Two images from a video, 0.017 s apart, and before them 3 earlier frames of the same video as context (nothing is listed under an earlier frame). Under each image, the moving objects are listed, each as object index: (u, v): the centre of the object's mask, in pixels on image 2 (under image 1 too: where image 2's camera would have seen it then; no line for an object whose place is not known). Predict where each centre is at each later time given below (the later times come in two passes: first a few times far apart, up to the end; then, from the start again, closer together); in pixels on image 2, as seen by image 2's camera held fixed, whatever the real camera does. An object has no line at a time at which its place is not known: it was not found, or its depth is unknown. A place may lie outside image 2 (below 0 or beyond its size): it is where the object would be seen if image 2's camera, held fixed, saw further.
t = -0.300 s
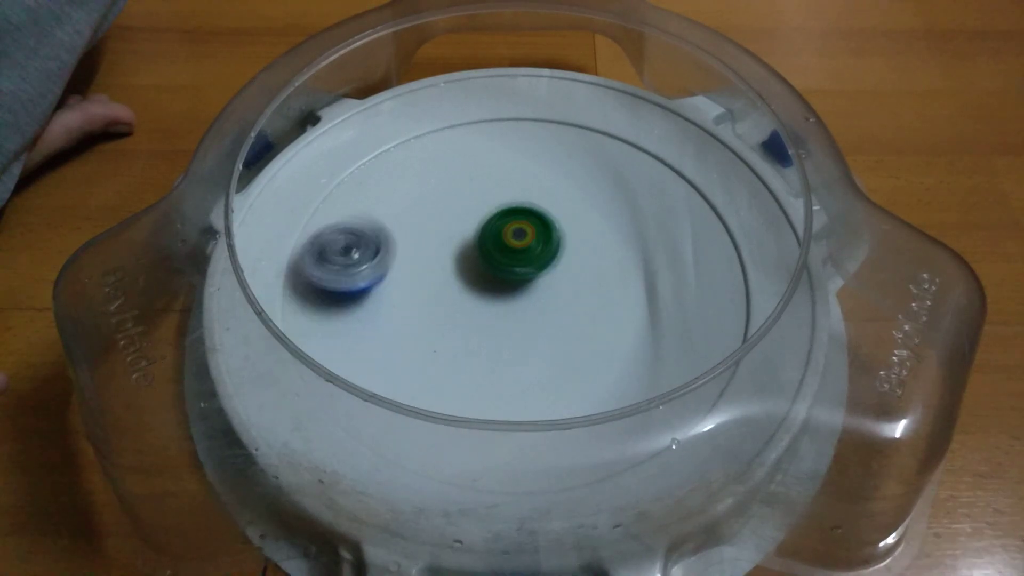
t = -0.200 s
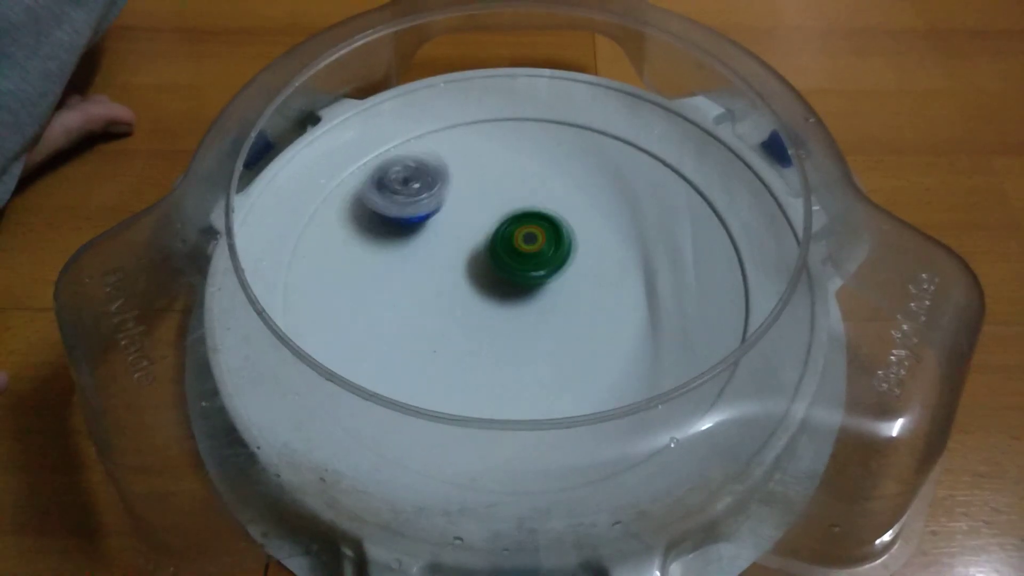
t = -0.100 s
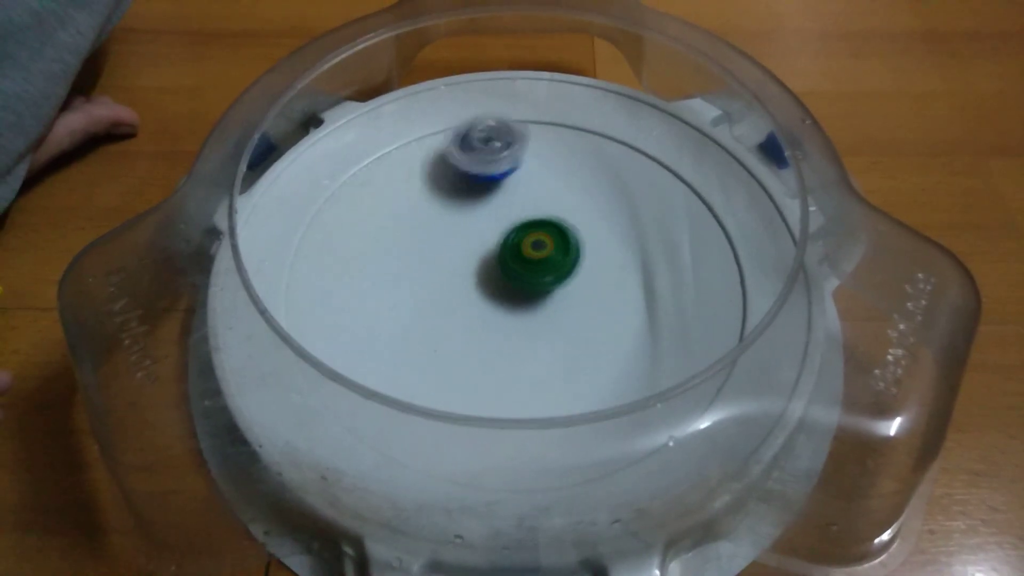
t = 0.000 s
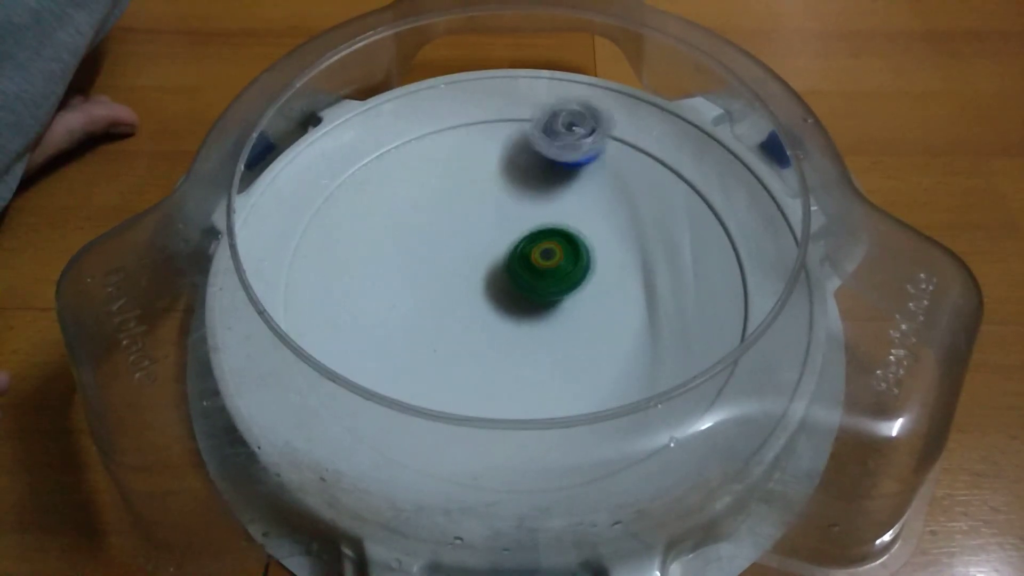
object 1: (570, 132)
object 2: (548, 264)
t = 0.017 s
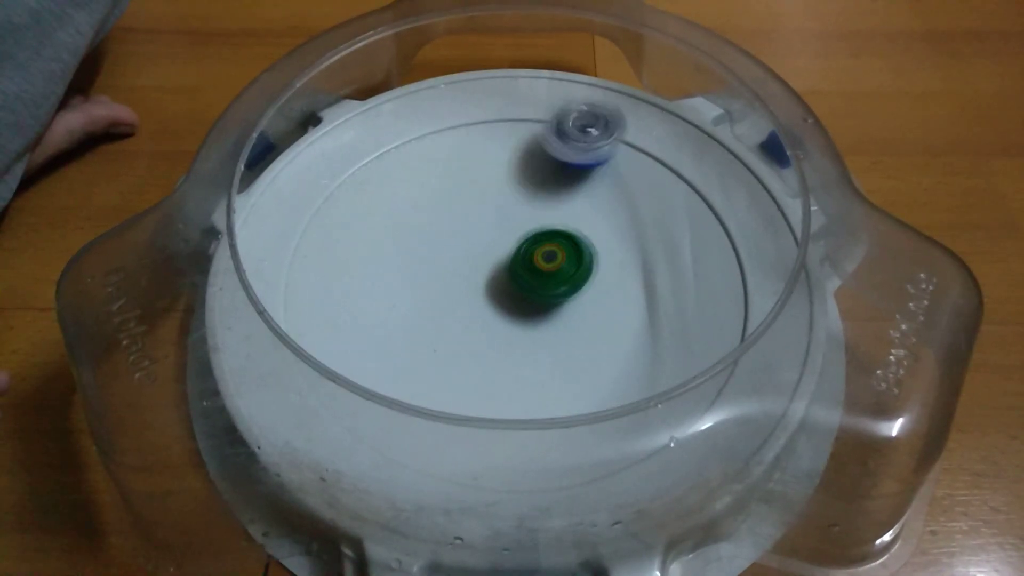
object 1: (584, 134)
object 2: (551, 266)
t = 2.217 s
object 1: (477, 155)
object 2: (547, 257)
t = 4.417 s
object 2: (543, 283)
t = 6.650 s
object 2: (463, 347)
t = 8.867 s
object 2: (460, 229)
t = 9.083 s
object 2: (479, 213)
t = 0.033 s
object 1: (598, 135)
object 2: (552, 267)
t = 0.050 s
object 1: (611, 138)
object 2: (553, 269)
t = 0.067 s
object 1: (623, 141)
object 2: (556, 271)
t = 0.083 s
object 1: (635, 145)
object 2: (556, 272)
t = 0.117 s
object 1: (659, 155)
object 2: (559, 276)
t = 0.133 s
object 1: (670, 162)
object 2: (560, 277)
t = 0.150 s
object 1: (681, 168)
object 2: (561, 279)
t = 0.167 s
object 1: (691, 178)
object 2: (563, 281)
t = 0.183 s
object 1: (701, 187)
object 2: (563, 282)
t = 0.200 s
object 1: (710, 197)
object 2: (564, 284)
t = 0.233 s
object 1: (723, 218)
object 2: (565, 286)
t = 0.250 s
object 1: (726, 232)
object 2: (566, 288)
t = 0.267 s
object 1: (729, 246)
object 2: (566, 288)
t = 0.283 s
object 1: (728, 259)
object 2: (566, 290)
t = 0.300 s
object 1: (727, 271)
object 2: (567, 292)
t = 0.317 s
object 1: (722, 289)
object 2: (566, 292)
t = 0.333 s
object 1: (717, 302)
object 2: (566, 294)
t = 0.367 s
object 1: (693, 328)
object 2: (565, 296)
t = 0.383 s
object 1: (682, 339)
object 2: (565, 297)
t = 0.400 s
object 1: (668, 349)
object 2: (564, 298)
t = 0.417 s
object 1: (647, 360)
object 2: (562, 299)
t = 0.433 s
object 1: (629, 367)
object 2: (562, 300)
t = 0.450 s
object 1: (613, 372)
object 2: (561, 300)
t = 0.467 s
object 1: (589, 376)
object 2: (559, 301)
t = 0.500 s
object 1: (553, 383)
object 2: (556, 302)
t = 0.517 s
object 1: (533, 383)
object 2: (555, 303)
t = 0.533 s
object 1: (515, 383)
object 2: (553, 304)
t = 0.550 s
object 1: (494, 384)
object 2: (551, 304)
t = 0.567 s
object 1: (473, 379)
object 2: (549, 304)
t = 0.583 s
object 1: (458, 375)
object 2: (548, 304)
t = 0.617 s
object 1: (422, 365)
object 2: (543, 306)
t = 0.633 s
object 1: (408, 359)
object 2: (540, 305)
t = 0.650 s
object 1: (394, 351)
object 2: (538, 306)
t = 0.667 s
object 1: (380, 345)
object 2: (536, 306)
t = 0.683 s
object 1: (368, 335)
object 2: (533, 305)
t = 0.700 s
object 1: (357, 324)
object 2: (531, 306)
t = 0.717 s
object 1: (349, 314)
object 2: (529, 305)
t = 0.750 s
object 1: (336, 293)
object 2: (524, 305)
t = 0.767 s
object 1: (328, 281)
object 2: (521, 305)
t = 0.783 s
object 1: (324, 270)
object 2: (519, 304)
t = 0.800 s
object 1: (322, 259)
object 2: (517, 304)
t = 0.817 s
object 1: (320, 248)
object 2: (514, 303)
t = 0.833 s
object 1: (318, 234)
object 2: (513, 303)
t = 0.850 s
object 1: (319, 225)
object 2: (510, 302)
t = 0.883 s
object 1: (325, 204)
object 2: (506, 301)
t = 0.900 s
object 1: (328, 192)
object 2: (503, 299)
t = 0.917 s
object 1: (334, 180)
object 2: (502, 299)
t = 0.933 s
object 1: (340, 171)
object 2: (500, 298)
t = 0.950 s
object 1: (349, 162)
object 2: (498, 296)
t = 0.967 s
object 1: (358, 154)
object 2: (496, 295)
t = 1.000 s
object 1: (379, 139)
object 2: (492, 292)
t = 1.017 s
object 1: (391, 134)
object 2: (492, 291)
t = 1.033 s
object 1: (406, 128)
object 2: (490, 289)
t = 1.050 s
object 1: (419, 124)
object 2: (489, 288)
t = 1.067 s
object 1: (432, 122)
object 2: (487, 286)
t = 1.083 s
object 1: (449, 121)
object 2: (486, 285)
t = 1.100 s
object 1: (463, 122)
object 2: (485, 283)
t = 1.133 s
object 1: (494, 124)
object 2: (482, 280)
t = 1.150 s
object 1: (508, 127)
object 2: (481, 278)
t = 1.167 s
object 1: (524, 133)
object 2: (480, 276)
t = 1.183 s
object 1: (539, 138)
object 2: (480, 275)
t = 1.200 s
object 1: (552, 144)
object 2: (478, 273)
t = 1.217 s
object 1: (566, 151)
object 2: (477, 271)
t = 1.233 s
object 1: (579, 160)
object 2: (477, 269)
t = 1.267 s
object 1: (605, 177)
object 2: (477, 266)
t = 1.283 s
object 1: (615, 187)
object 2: (476, 264)
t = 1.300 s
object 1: (628, 199)
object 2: (475, 263)
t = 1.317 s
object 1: (636, 210)
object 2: (477, 261)
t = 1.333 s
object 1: (645, 220)
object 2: (475, 259)
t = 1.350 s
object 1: (652, 233)
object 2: (475, 258)
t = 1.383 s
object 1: (665, 257)
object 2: (476, 255)
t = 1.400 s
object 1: (669, 269)
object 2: (478, 254)
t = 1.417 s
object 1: (672, 281)
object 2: (477, 252)
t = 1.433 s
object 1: (673, 293)
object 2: (478, 252)
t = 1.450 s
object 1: (674, 308)
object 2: (479, 250)
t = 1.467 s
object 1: (674, 320)
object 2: (479, 249)
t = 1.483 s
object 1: (674, 332)
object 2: (481, 248)
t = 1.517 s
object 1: (661, 353)
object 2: (483, 246)
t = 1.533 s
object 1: (653, 362)
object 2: (484, 245)
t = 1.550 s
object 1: (649, 376)
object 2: (485, 244)
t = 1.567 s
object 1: (646, 390)
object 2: (487, 244)
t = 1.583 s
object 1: (633, 404)
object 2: (487, 243)
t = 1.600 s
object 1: (622, 410)
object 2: (490, 242)
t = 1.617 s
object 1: (612, 419)
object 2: (491, 241)
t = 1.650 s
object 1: (585, 430)
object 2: (494, 240)
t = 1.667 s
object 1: (568, 437)
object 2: (495, 239)
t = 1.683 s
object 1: (550, 442)
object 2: (497, 239)
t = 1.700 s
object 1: (534, 444)
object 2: (499, 238)
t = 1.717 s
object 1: (517, 442)
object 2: (500, 238)
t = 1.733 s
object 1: (499, 441)
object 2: (503, 237)
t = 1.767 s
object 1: (466, 435)
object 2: (507, 237)
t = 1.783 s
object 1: (446, 428)
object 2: (508, 236)
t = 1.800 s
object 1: (431, 420)
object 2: (510, 236)
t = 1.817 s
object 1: (416, 411)
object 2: (512, 236)
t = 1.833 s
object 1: (403, 401)
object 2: (513, 236)
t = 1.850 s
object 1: (393, 390)
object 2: (516, 236)
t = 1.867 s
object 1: (385, 378)
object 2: (517, 236)
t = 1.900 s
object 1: (373, 349)
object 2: (522, 236)
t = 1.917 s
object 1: (365, 337)
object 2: (523, 237)
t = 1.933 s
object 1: (360, 326)
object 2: (525, 238)
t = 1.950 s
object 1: (362, 311)
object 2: (526, 238)
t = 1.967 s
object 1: (361, 299)
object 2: (528, 239)
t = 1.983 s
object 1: (362, 286)
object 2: (530, 239)
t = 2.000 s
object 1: (366, 273)
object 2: (531, 241)
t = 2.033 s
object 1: (376, 248)
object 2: (533, 242)
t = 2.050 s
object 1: (381, 237)
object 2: (535, 244)
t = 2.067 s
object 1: (388, 227)
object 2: (536, 244)
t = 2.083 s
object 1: (397, 216)
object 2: (537, 246)
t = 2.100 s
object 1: (405, 207)
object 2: (539, 247)
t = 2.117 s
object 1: (414, 198)
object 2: (539, 248)
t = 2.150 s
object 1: (435, 181)
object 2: (542, 250)
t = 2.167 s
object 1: (444, 174)
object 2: (543, 253)
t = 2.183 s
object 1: (455, 166)
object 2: (545, 254)
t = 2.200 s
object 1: (466, 160)
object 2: (545, 255)
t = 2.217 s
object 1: (477, 155)
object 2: (547, 257)
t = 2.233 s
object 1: (487, 149)
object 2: (547, 258)
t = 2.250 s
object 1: (499, 144)
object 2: (548, 260)
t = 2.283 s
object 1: (522, 137)
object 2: (549, 263)
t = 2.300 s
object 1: (534, 135)
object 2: (550, 265)
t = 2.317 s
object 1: (546, 134)
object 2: (550, 266)
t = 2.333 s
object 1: (558, 133)
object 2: (551, 268)
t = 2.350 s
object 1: (570, 133)
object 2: (551, 269)
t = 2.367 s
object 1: (583, 134)
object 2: (551, 271)
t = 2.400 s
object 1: (607, 139)
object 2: (551, 274)
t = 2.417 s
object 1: (620, 143)
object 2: (552, 275)
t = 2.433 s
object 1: (630, 148)
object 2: (551, 276)
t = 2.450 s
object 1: (641, 153)
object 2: (551, 278)
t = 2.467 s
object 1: (650, 160)
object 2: (550, 279)
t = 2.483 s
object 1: (661, 167)
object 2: (550, 281)
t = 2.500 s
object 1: (669, 178)
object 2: (550, 281)
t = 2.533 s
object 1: (683, 198)
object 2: (549, 284)
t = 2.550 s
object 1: (688, 210)
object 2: (547, 285)
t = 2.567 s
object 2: (547, 286)
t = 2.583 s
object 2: (546, 287)
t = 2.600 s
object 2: (544, 288)
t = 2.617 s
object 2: (543, 289)
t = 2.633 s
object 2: (542, 290)
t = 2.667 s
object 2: (539, 291)
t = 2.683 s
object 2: (538, 292)
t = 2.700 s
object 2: (537, 293)
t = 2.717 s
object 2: (534, 293)
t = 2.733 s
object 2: (534, 294)
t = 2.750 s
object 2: (531, 294)
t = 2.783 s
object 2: (527, 294)
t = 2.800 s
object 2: (525, 294)
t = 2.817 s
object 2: (524, 294)
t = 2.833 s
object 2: (521, 295)
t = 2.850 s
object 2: (521, 294)
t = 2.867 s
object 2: (518, 295)
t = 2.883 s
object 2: (517, 295)
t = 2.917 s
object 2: (513, 294)
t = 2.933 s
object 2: (511, 293)
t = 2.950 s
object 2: (509, 293)
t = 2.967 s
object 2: (507, 292)
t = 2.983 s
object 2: (504, 292)
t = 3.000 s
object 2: (504, 291)
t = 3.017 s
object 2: (501, 290)
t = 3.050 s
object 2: (499, 288)
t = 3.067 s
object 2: (498, 288)
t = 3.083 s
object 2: (496, 286)
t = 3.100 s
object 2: (493, 286)
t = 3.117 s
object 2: (493, 284)
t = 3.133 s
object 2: (491, 283)
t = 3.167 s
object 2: (488, 280)
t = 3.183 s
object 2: (488, 279)
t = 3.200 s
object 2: (487, 277)
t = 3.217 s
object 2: (487, 277)
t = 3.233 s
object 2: (485, 275)
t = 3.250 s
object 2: (484, 274)
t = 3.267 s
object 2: (484, 272)
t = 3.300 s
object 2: (483, 270)
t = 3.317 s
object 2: (482, 268)
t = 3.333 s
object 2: (482, 267)
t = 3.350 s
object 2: (481, 265)
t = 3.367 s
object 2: (482, 265)
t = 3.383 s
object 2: (482, 263)
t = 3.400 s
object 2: (482, 262)
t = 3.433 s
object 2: (482, 260)
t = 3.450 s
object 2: (484, 259)
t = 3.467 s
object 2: (483, 258)
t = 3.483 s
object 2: (485, 258)
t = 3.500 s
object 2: (484, 256)
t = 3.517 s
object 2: (486, 257)
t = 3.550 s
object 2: (487, 255)
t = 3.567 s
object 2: (488, 253)
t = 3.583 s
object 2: (489, 253)
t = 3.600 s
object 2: (490, 252)
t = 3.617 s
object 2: (491, 251)
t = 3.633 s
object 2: (493, 250)
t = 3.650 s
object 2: (494, 249)
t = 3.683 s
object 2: (497, 248)
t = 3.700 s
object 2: (499, 248)
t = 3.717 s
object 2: (500, 247)
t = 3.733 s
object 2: (502, 247)
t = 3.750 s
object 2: (503, 246)
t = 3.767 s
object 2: (505, 246)
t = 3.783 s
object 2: (507, 245)
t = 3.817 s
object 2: (511, 245)
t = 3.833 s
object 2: (511, 246)
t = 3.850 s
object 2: (514, 245)
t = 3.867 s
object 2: (515, 245)
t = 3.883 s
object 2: (518, 246)
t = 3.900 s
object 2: (518, 245)
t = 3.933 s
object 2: (521, 247)
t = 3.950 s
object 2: (523, 248)
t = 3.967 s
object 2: (524, 248)
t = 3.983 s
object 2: (525, 250)
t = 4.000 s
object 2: (527, 250)
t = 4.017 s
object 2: (528, 251)
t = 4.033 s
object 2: (530, 252)
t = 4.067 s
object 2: (533, 254)
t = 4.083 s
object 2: (533, 255)
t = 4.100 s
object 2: (535, 256)
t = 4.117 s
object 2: (535, 257)
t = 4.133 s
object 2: (537, 259)
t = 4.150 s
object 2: (537, 260)
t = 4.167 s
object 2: (538, 262)
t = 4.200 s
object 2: (540, 265)
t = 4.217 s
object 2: (541, 265)
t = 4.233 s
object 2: (541, 268)
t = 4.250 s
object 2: (542, 268)
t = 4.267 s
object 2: (542, 270)
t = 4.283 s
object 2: (543, 271)
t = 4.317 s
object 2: (544, 274)
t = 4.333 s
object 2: (543, 276)
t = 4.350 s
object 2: (543, 278)
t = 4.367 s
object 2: (543, 279)
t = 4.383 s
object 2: (543, 280)
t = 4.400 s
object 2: (542, 281)
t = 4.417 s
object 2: (543, 283)
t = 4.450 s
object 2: (541, 285)
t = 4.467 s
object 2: (540, 286)
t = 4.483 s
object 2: (539, 287)
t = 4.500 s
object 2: (538, 288)
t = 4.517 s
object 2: (538, 289)
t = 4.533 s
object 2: (537, 289)
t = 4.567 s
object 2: (535, 291)
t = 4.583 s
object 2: (533, 292)
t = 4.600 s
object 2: (533, 292)
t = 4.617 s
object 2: (531, 293)
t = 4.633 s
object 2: (529, 294)
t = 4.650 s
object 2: (527, 294)
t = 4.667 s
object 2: (527, 294)
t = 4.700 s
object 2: (524, 295)
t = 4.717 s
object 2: (521, 295)
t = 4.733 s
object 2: (520, 295)
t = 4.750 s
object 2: (518, 295)
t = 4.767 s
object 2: (517, 296)
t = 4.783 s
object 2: (515, 295)
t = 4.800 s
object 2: (514, 295)
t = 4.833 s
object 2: (511, 294)
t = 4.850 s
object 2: (509, 293)
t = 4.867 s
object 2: (509, 293)
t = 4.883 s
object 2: (506, 292)
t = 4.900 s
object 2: (505, 291)
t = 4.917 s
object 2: (504, 290)
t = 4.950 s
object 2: (502, 288)
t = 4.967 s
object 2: (500, 288)
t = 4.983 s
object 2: (499, 286)
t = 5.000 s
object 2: (498, 285)
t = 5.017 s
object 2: (498, 284)
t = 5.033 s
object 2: (496, 283)
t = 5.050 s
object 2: (496, 281)
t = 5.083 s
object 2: (494, 279)
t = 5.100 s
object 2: (493, 278)
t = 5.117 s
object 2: (493, 276)
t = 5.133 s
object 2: (492, 275)
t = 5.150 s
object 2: (492, 274)
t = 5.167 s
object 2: (490, 272)
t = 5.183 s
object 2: (491, 270)
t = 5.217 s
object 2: (491, 267)
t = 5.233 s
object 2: (490, 266)
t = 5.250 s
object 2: (491, 265)
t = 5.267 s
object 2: (490, 263)
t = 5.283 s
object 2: (492, 262)
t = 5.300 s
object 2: (491, 261)
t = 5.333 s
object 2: (492, 258)
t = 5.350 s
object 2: (494, 257)
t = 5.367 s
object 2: (493, 256)
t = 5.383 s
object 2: (495, 255)
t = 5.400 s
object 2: (495, 254)
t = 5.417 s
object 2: (497, 253)
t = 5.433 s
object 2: (497, 252)
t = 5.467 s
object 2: (499, 250)
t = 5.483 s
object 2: (502, 249)
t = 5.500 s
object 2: (501, 249)
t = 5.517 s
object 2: (504, 248)
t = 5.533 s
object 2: (504, 247)
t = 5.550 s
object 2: (506, 246)
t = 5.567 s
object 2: (507, 246)
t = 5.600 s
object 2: (510, 244)
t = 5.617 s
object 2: (513, 244)
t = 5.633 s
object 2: (513, 243)
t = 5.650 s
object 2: (516, 243)
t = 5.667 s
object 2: (516, 243)
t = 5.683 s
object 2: (519, 243)
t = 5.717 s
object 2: (521, 244)
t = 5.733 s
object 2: (526, 247)
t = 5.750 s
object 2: (534, 252)
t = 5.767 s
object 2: (541, 258)
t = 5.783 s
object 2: (549, 262)
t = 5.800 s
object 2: (555, 267)
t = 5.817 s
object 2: (560, 272)
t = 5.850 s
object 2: (570, 276)
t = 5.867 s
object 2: (573, 280)
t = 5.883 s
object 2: (578, 282)
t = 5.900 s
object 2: (581, 283)
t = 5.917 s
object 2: (585, 285)
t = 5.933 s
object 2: (588, 287)
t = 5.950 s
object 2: (591, 288)
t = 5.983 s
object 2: (596, 290)
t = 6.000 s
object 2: (597, 291)
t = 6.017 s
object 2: (599, 291)
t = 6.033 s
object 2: (600, 293)
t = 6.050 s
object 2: (602, 293)
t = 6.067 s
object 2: (603, 294)
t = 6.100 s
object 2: (605, 296)
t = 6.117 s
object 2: (606, 296)
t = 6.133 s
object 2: (606, 296)
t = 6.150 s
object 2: (604, 300)
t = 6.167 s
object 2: (599, 304)
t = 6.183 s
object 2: (592, 311)
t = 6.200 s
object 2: (587, 322)
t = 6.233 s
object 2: (576, 332)
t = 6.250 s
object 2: (570, 336)
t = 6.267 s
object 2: (566, 339)
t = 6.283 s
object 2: (559, 341)
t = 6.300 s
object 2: (555, 343)
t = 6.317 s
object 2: (550, 346)
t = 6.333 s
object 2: (542, 350)
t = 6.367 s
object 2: (529, 356)
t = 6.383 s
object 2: (523, 359)
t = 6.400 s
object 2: (516, 360)
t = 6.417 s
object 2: (512, 361)
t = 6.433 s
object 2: (507, 362)
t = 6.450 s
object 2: (502, 362)
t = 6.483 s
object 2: (494, 362)
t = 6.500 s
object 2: (491, 362)
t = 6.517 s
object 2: (486, 361)
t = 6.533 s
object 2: (483, 360)
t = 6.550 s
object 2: (479, 359)
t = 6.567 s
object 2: (476, 357)
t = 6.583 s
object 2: (473, 356)
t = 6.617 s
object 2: (468, 352)
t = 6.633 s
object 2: (465, 350)
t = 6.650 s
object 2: (463, 347)
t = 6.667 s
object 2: (461, 345)
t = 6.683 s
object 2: (459, 341)
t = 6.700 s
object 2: (457, 338)
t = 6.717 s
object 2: (455, 335)
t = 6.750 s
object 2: (452, 327)
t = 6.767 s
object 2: (451, 323)
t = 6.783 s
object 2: (450, 319)
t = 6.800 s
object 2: (449, 314)
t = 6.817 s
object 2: (449, 309)
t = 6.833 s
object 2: (447, 304)
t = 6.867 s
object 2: (446, 294)
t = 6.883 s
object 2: (445, 288)
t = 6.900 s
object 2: (445, 282)
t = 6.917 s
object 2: (444, 276)
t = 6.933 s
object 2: (444, 271)
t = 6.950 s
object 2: (441, 267)
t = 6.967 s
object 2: (436, 265)
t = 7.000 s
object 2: (429, 262)
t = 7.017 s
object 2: (428, 262)
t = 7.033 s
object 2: (426, 260)
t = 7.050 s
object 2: (427, 258)
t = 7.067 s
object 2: (427, 258)
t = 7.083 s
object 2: (428, 256)
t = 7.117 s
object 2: (431, 254)
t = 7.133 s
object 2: (434, 253)
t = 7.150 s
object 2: (435, 252)
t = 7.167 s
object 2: (438, 251)
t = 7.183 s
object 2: (440, 251)
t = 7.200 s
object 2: (442, 250)
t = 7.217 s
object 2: (438, 250)
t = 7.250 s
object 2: (438, 249)
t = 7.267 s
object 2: (438, 249)
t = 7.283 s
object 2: (440, 249)
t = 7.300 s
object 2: (443, 249)
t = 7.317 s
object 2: (446, 250)
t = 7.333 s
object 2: (450, 250)
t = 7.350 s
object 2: (454, 251)
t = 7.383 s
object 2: (463, 253)
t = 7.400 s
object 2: (466, 254)
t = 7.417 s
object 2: (472, 255)
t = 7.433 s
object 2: (478, 255)
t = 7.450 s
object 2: (483, 257)
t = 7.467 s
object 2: (489, 259)
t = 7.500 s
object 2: (500, 260)
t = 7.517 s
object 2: (509, 260)
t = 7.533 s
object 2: (513, 260)
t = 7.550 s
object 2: (520, 261)
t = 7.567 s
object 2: (527, 261)
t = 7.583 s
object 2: (533, 260)
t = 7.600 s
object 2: (539, 261)
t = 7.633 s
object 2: (550, 262)
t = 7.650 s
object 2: (555, 265)
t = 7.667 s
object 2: (560, 267)
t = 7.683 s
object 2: (565, 270)
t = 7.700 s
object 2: (567, 273)
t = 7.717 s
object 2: (571, 275)
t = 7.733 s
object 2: (575, 275)
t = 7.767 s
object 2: (582, 277)
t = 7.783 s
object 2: (584, 279)
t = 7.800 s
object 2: (586, 280)
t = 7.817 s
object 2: (588, 282)
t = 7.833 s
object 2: (588, 283)
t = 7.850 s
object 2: (591, 284)
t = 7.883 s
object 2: (592, 285)
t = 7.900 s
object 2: (593, 287)
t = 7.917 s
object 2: (592, 288)
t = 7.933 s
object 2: (593, 288)
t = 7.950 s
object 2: (594, 289)
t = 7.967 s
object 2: (594, 290)
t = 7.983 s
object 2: (594, 291)
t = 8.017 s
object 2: (593, 292)
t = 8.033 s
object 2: (593, 293)
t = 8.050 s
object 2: (592, 294)
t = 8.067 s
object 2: (590, 294)
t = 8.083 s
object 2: (590, 295)
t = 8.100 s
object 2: (588, 296)
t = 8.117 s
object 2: (587, 296)
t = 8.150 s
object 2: (583, 296)
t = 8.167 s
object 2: (582, 296)
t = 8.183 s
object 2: (580, 296)
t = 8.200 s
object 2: (577, 296)
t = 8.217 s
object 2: (575, 299)
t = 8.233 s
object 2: (572, 301)
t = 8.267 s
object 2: (566, 305)
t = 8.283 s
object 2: (562, 305)
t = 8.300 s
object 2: (559, 305)
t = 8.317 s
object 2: (556, 304)
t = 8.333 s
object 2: (552, 302)
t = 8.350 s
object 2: (550, 301)
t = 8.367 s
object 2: (546, 300)
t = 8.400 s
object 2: (538, 296)
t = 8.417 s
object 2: (534, 295)
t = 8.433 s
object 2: (528, 293)
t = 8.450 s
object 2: (523, 292)
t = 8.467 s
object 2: (519, 290)
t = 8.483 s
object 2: (516, 288)
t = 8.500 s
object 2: (509, 287)
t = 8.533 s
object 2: (497, 281)
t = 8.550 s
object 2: (492, 278)
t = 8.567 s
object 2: (488, 276)
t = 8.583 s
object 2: (483, 272)
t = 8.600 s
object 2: (480, 270)
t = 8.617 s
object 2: (476, 267)
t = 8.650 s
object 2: (471, 260)
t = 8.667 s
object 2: (468, 257)
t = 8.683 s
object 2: (467, 254)
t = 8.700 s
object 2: (466, 252)
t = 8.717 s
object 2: (464, 249)
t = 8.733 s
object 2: (463, 246)
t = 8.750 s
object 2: (463, 244)
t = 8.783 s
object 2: (463, 240)
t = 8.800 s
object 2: (464, 239)
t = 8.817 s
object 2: (463, 238)
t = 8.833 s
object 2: (462, 236)
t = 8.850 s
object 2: (462, 232)
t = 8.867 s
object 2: (460, 229)
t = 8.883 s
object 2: (458, 225)
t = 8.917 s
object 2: (459, 221)
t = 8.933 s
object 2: (460, 220)
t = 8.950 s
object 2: (459, 218)
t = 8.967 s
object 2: (462, 218)
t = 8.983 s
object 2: (463, 216)
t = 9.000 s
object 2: (465, 215)
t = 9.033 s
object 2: (470, 214)
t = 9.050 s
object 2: (473, 214)
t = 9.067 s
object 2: (475, 214)
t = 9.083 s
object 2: (479, 213)
